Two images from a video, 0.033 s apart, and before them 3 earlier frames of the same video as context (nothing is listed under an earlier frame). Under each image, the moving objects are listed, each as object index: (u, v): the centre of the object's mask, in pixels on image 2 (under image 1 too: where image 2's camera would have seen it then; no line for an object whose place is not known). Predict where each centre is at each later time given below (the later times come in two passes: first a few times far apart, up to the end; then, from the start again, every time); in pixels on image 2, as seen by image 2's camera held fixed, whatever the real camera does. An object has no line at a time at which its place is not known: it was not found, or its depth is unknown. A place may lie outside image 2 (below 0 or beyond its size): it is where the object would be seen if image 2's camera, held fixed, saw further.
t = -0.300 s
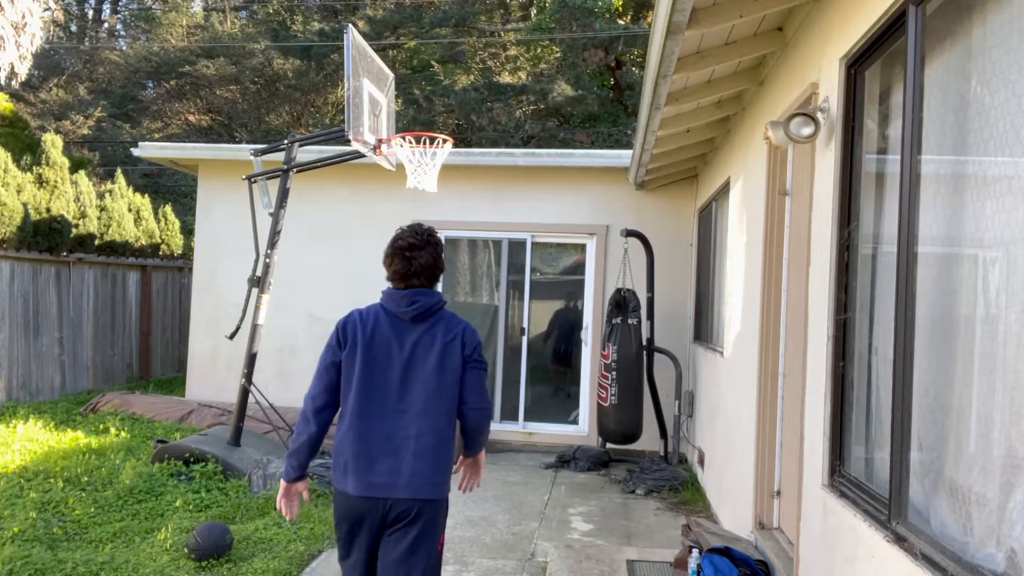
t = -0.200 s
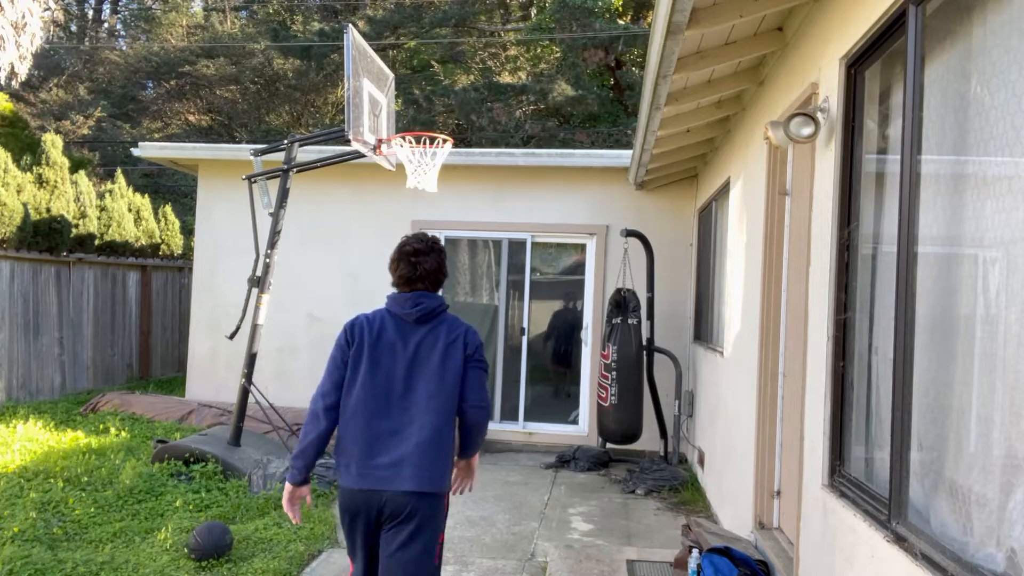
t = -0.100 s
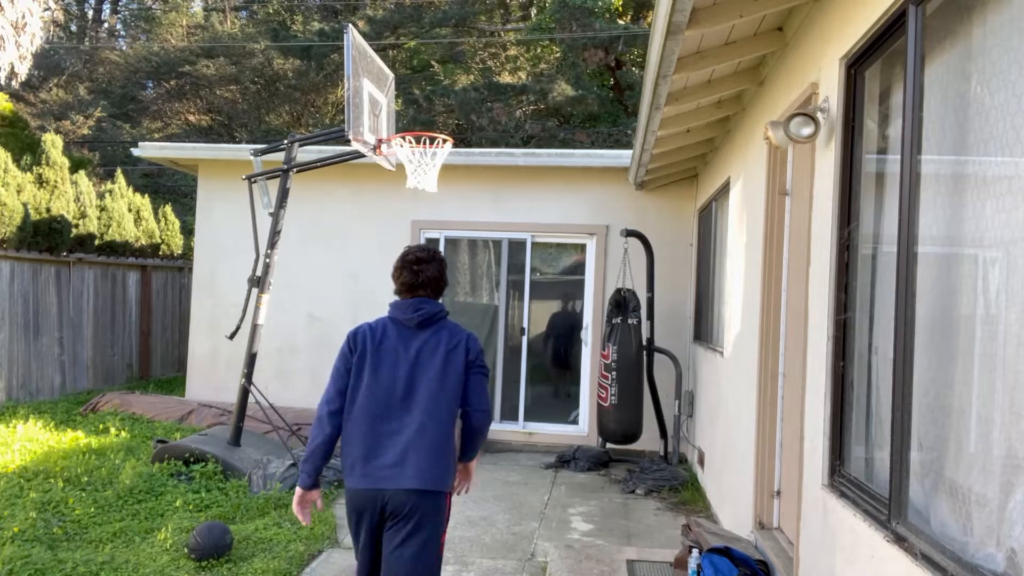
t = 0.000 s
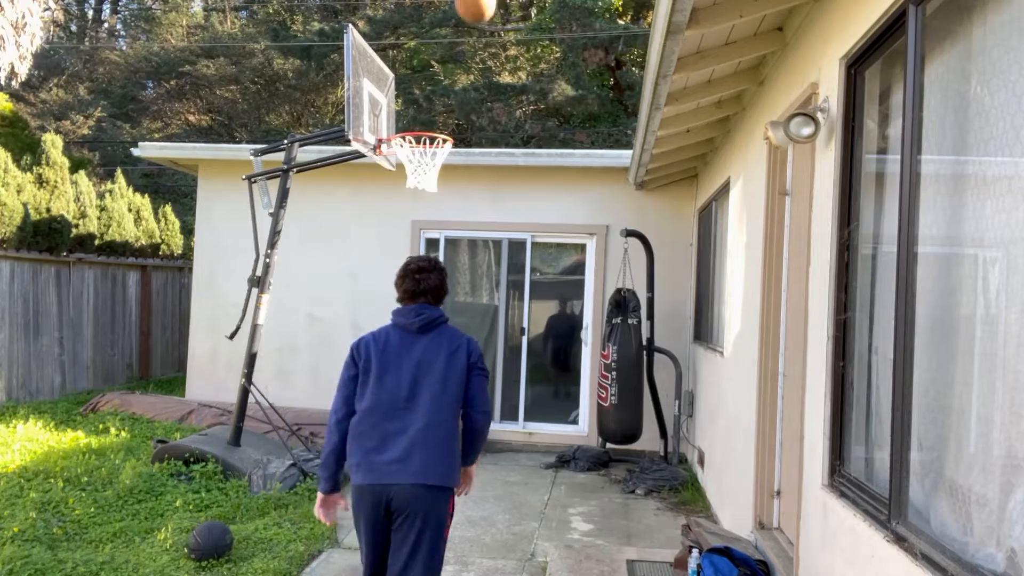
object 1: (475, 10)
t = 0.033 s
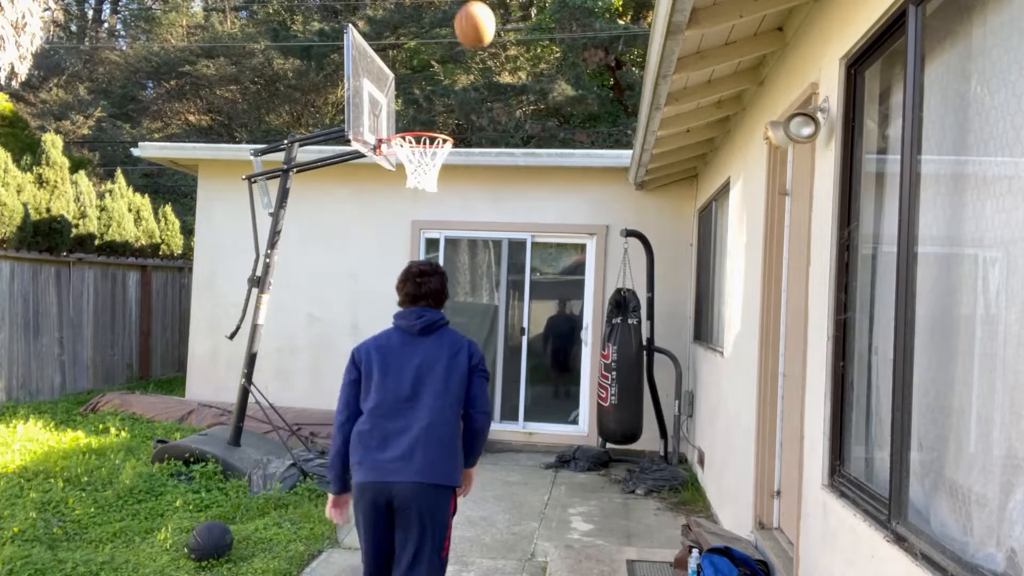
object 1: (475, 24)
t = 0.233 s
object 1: (470, 191)
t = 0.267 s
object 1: (469, 222)
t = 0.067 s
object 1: (474, 50)
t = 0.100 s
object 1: (473, 78)
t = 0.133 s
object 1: (473, 105)
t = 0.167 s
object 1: (472, 132)
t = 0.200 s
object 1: (472, 162)
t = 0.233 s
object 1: (470, 191)
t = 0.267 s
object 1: (469, 222)
